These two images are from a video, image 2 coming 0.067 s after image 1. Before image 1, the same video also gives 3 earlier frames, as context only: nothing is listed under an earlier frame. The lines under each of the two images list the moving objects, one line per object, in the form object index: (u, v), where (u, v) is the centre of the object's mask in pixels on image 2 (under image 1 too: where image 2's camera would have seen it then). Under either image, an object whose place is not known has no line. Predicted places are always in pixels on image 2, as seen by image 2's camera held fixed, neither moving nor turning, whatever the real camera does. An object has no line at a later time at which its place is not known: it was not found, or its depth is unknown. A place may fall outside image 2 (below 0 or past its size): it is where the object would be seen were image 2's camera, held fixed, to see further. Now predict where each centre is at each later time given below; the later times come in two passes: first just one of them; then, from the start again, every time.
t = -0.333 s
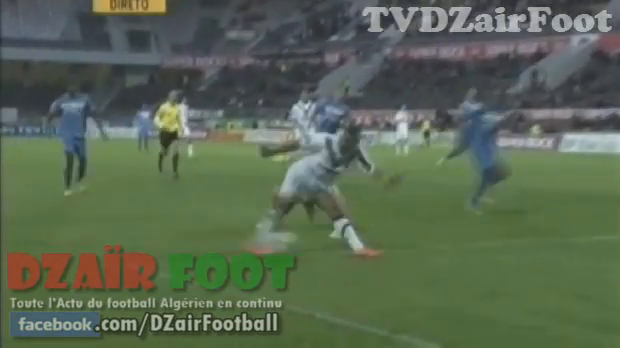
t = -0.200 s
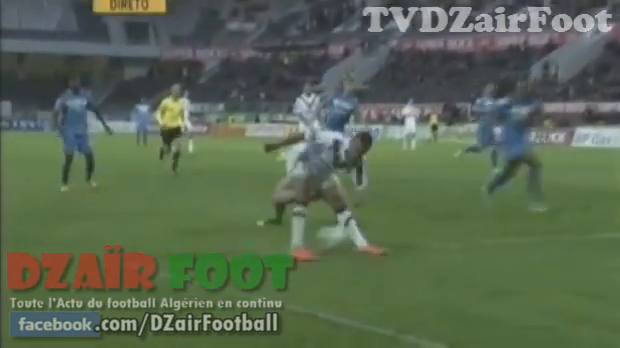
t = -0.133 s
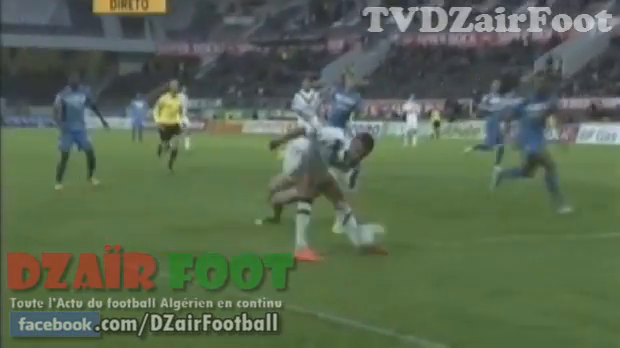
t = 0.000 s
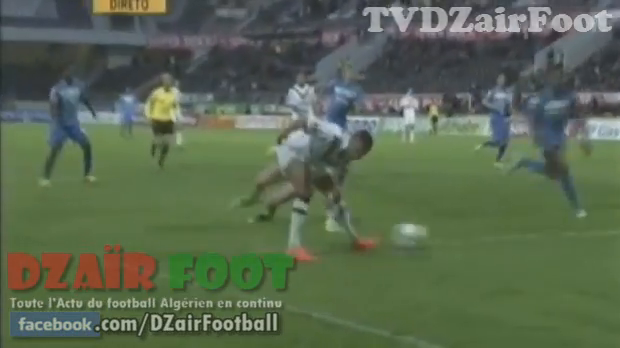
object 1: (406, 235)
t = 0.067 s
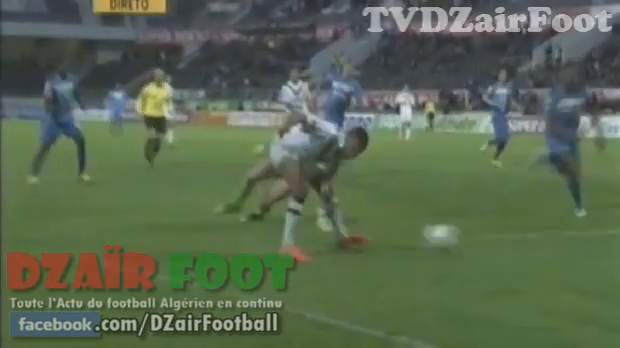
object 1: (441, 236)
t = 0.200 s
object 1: (492, 241)
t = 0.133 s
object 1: (451, 236)
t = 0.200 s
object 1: (492, 241)
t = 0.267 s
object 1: (528, 246)
